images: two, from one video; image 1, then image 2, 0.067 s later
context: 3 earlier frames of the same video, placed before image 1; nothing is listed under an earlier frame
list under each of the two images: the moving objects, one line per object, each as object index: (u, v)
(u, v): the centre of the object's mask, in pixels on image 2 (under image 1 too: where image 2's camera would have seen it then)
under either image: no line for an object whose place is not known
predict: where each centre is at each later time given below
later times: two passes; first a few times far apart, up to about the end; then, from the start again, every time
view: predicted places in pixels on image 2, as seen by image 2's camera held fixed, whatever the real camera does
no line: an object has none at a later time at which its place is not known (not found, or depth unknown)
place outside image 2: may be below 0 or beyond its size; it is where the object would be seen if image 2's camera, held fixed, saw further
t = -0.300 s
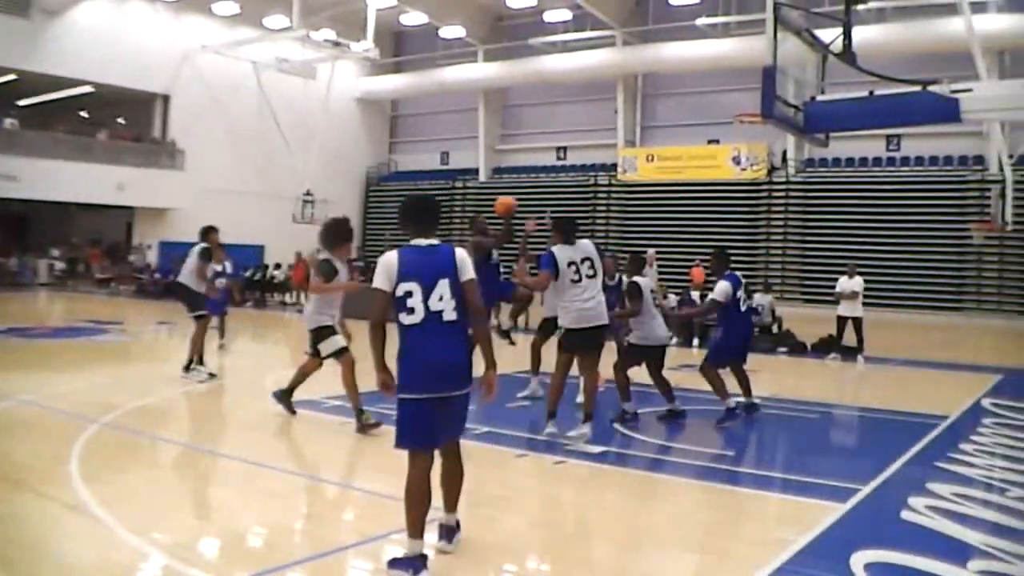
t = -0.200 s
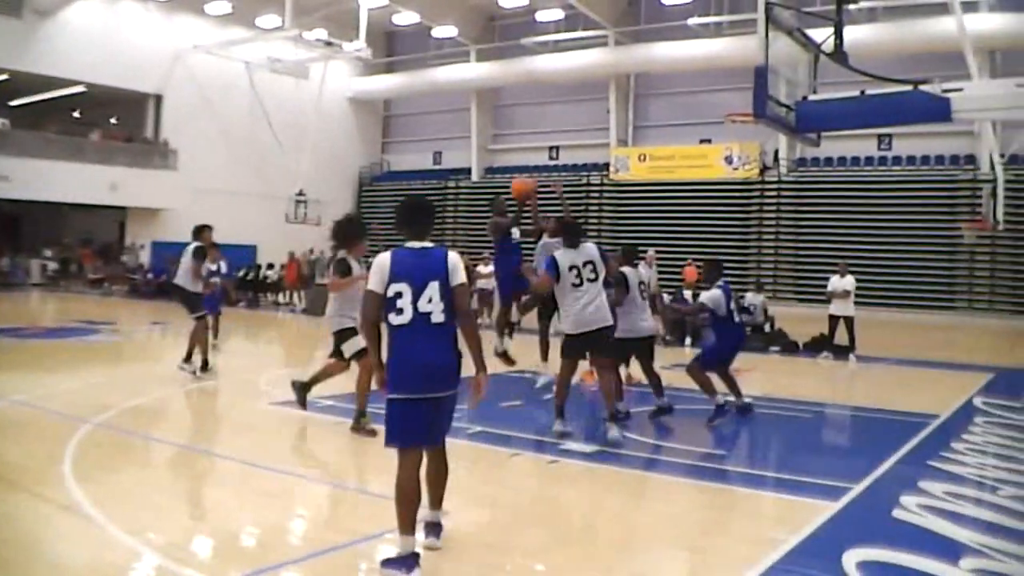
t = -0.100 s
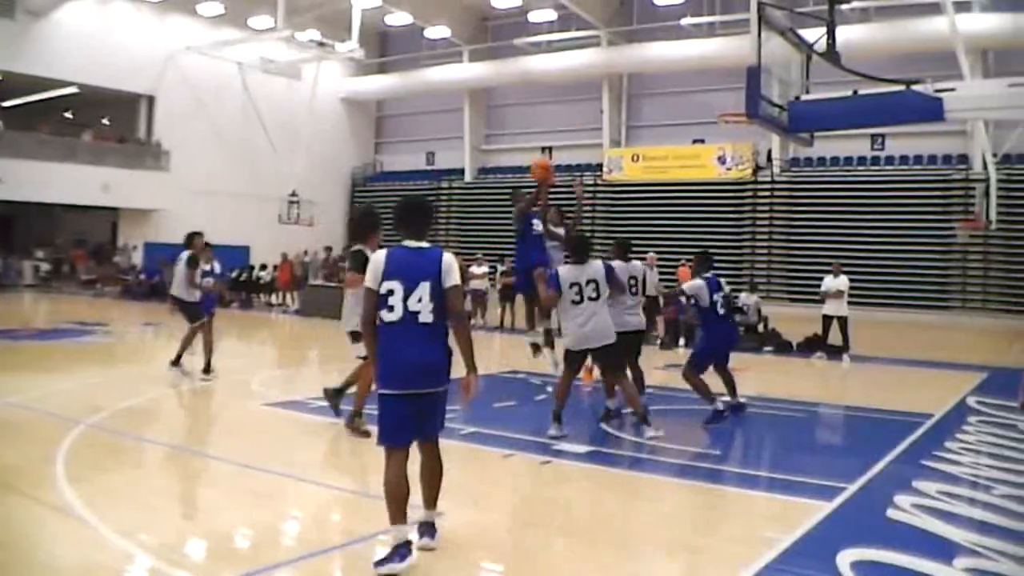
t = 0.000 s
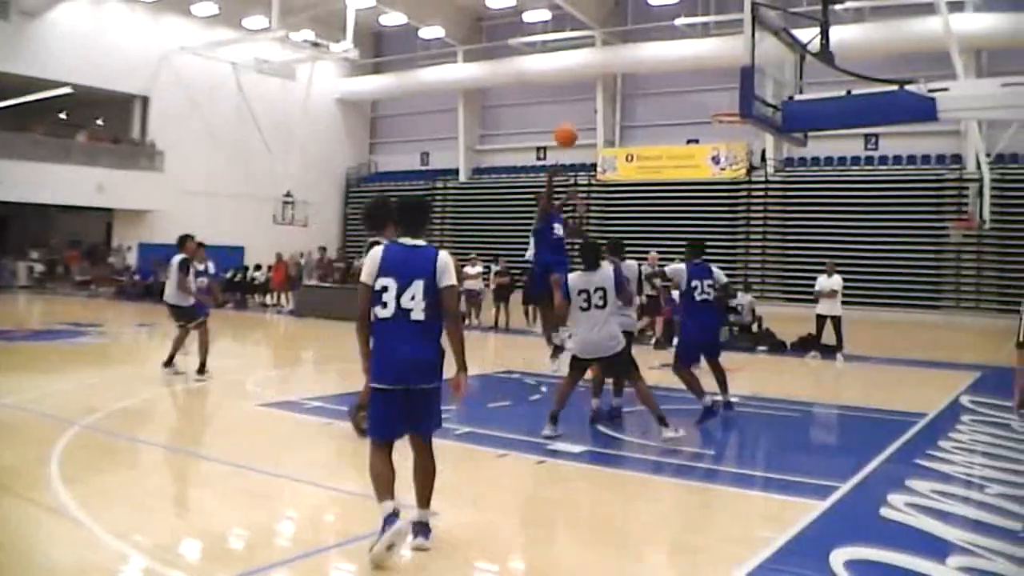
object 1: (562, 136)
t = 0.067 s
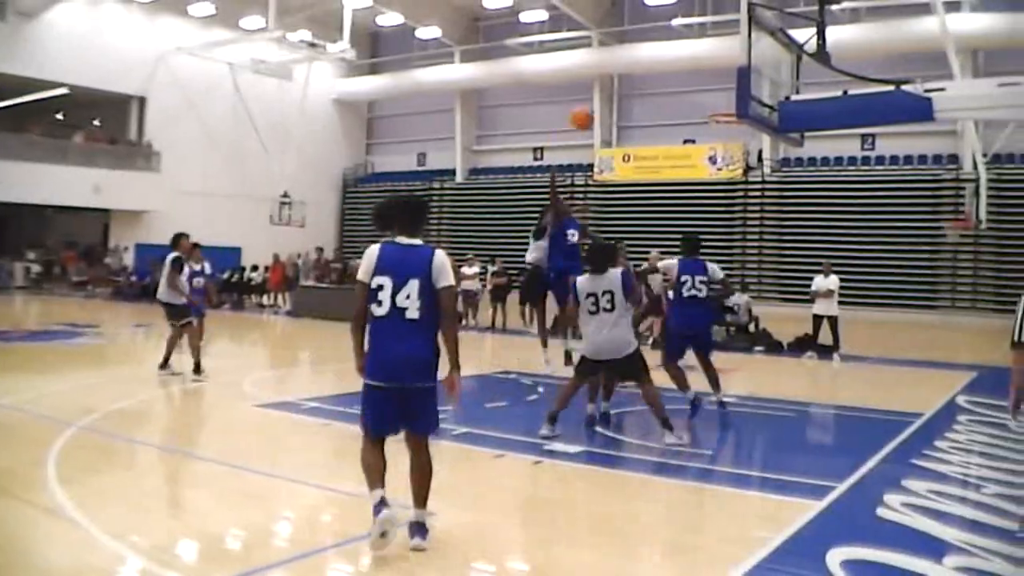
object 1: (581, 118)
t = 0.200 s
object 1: (621, 95)
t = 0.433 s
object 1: (692, 97)
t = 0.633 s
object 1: (709, 98)
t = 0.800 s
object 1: (708, 116)
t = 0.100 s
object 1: (591, 111)
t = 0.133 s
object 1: (602, 104)
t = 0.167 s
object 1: (611, 98)
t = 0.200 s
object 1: (621, 95)
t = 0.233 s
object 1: (631, 92)
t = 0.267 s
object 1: (641, 91)
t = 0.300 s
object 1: (651, 89)
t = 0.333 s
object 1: (661, 90)
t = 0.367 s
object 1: (671, 91)
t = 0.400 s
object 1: (682, 94)
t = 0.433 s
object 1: (692, 97)
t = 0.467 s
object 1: (702, 102)
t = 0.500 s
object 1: (709, 105)
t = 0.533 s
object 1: (709, 102)
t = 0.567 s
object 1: (709, 100)
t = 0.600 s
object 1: (709, 99)
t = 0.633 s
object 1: (709, 98)
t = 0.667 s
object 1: (709, 99)
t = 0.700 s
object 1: (709, 101)
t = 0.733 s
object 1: (709, 104)
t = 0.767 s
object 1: (709, 110)
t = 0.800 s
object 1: (708, 116)
